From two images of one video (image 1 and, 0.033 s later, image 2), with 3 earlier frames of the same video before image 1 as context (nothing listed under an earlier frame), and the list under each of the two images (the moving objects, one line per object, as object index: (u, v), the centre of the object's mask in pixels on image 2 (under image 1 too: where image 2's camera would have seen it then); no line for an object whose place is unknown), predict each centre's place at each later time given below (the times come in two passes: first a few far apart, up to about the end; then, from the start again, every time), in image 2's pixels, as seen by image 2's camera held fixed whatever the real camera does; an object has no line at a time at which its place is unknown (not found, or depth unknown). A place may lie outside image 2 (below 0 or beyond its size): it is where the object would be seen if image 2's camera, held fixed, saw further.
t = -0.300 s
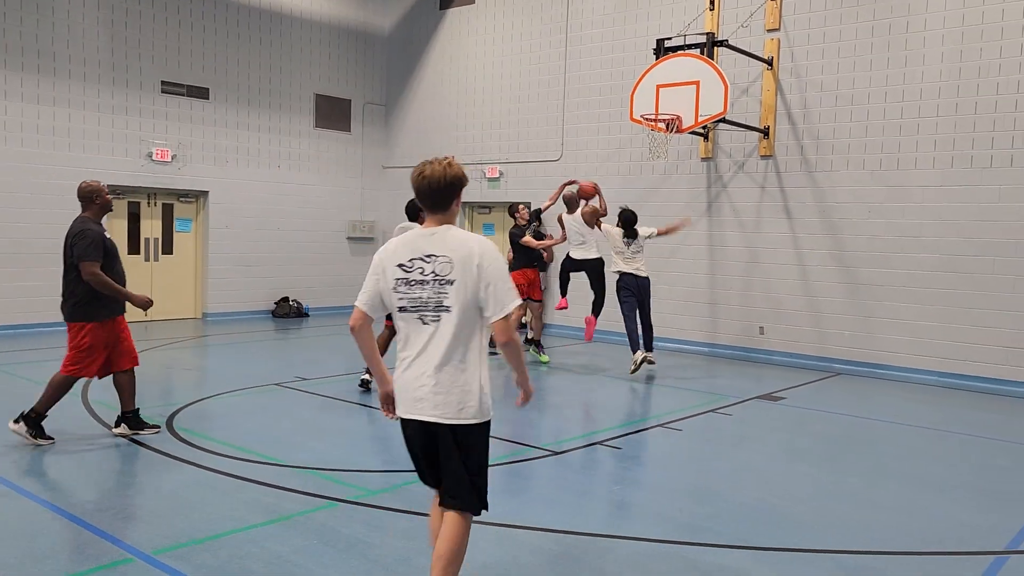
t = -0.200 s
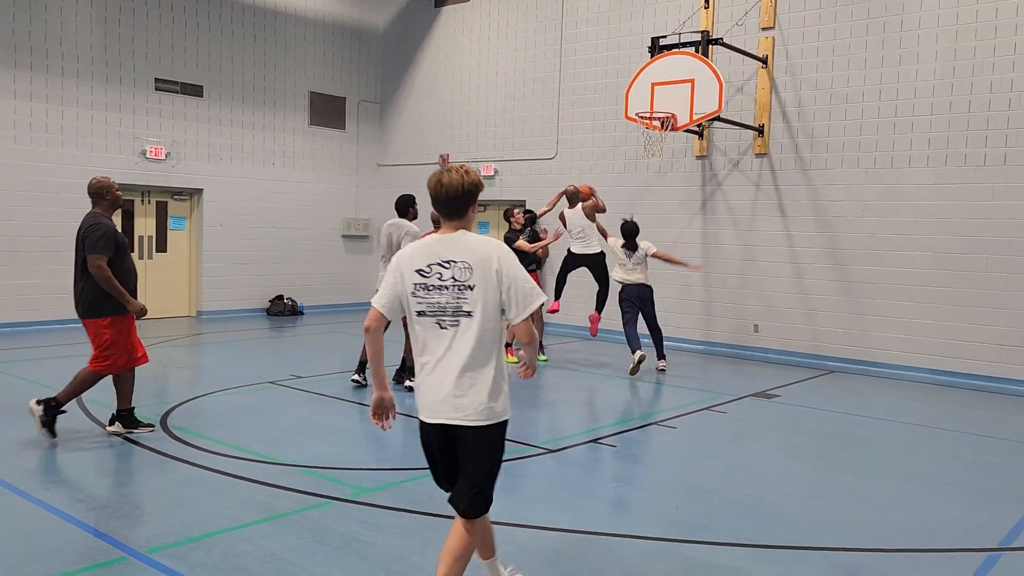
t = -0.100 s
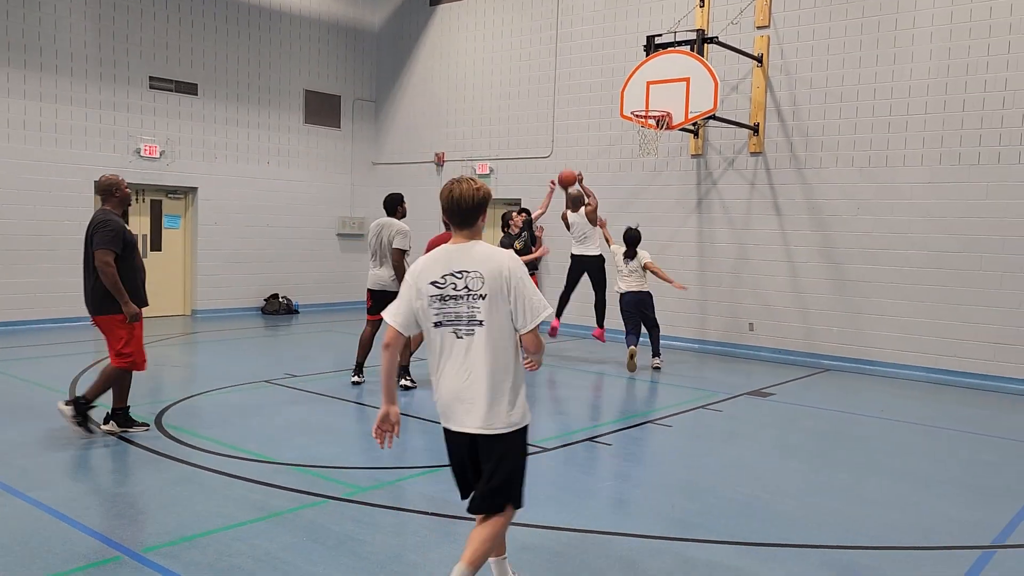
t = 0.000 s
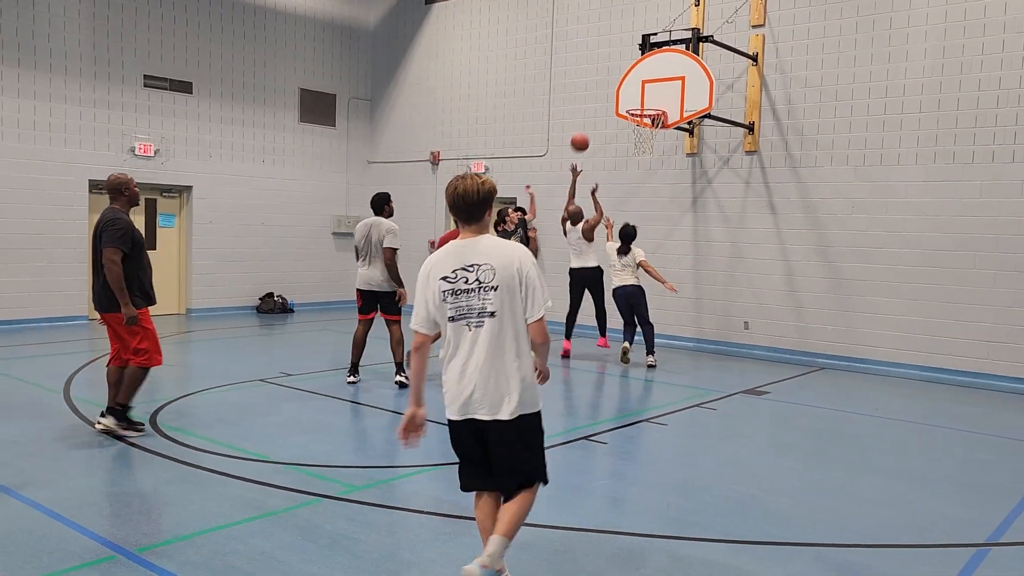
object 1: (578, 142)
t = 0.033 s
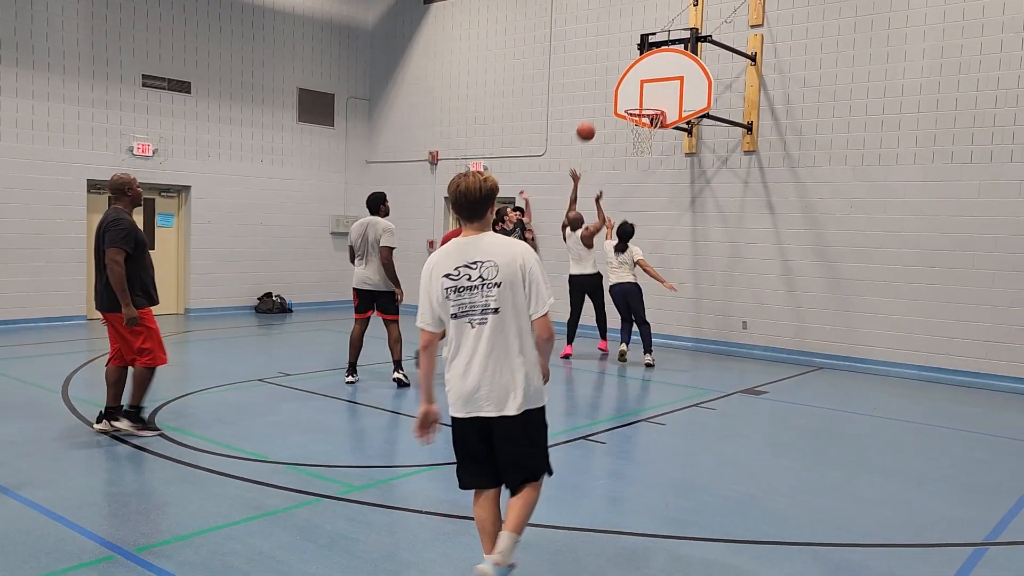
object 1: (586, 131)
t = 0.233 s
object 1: (628, 86)
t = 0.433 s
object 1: (641, 76)
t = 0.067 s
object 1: (593, 121)
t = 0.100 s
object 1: (600, 113)
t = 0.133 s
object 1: (607, 104)
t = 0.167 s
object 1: (614, 98)
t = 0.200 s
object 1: (621, 91)
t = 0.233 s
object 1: (628, 86)
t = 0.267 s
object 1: (635, 81)
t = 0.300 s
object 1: (641, 77)
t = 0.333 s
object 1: (641, 76)
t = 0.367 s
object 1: (641, 75)
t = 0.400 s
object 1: (641, 75)
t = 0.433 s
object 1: (641, 76)
